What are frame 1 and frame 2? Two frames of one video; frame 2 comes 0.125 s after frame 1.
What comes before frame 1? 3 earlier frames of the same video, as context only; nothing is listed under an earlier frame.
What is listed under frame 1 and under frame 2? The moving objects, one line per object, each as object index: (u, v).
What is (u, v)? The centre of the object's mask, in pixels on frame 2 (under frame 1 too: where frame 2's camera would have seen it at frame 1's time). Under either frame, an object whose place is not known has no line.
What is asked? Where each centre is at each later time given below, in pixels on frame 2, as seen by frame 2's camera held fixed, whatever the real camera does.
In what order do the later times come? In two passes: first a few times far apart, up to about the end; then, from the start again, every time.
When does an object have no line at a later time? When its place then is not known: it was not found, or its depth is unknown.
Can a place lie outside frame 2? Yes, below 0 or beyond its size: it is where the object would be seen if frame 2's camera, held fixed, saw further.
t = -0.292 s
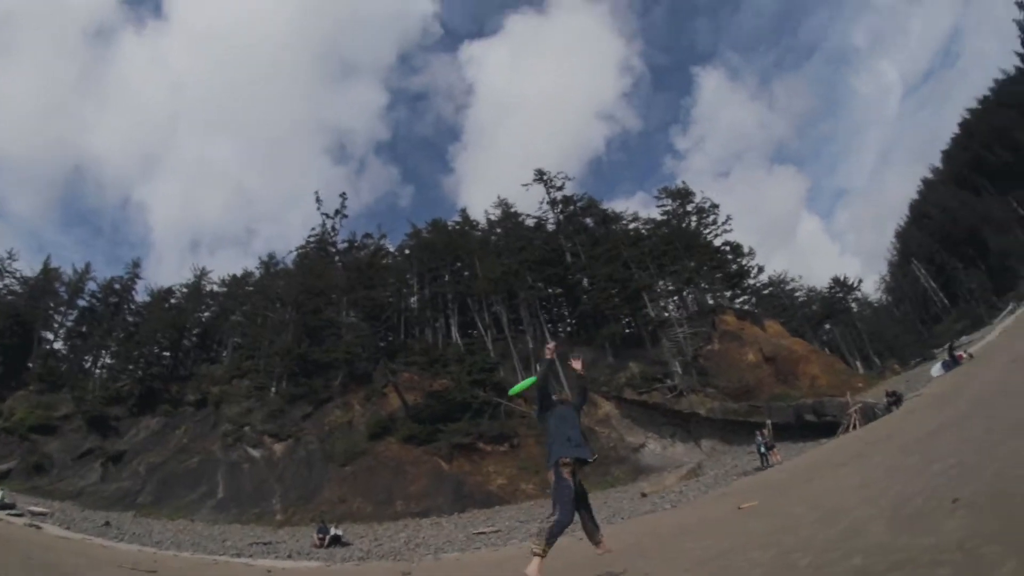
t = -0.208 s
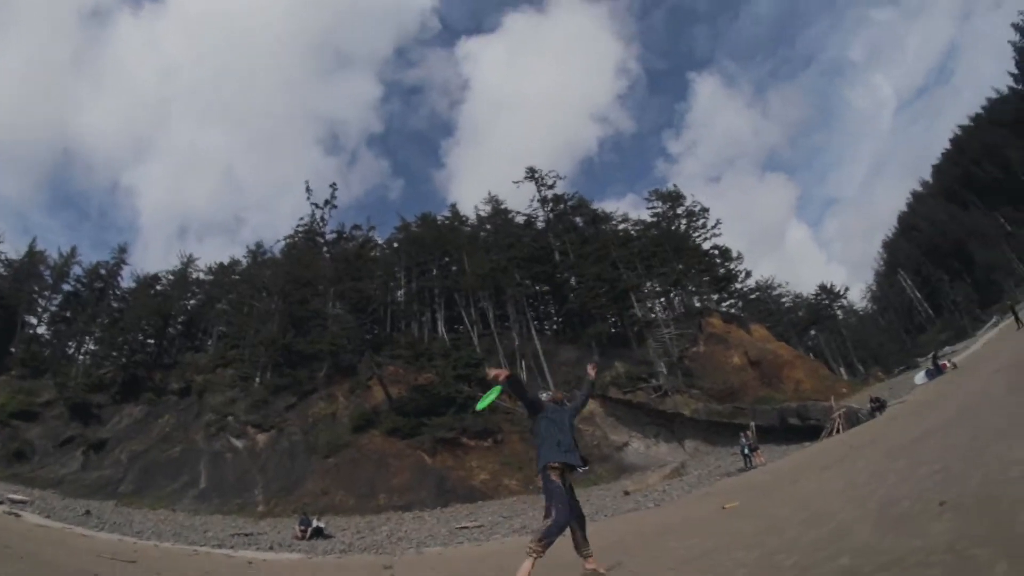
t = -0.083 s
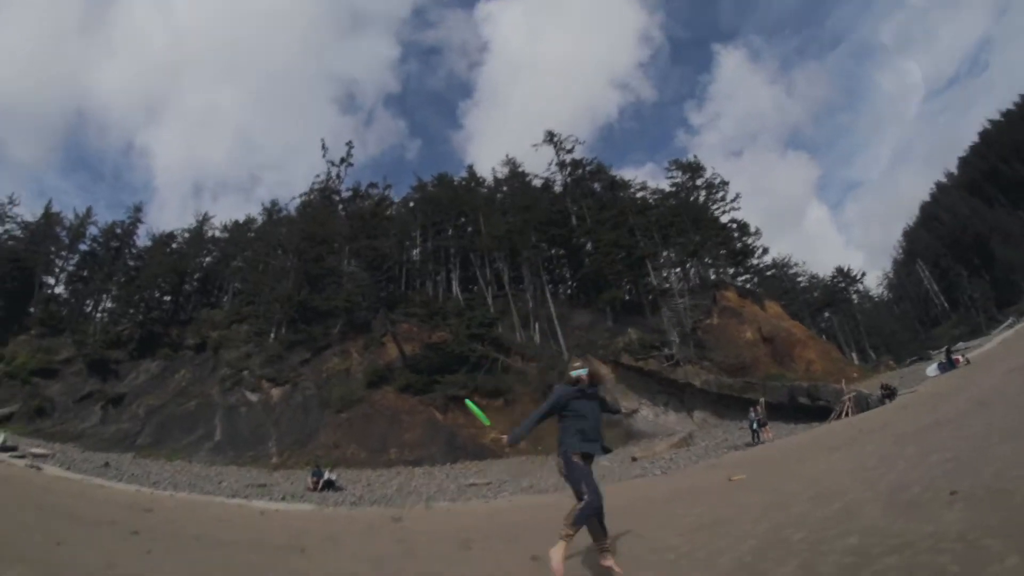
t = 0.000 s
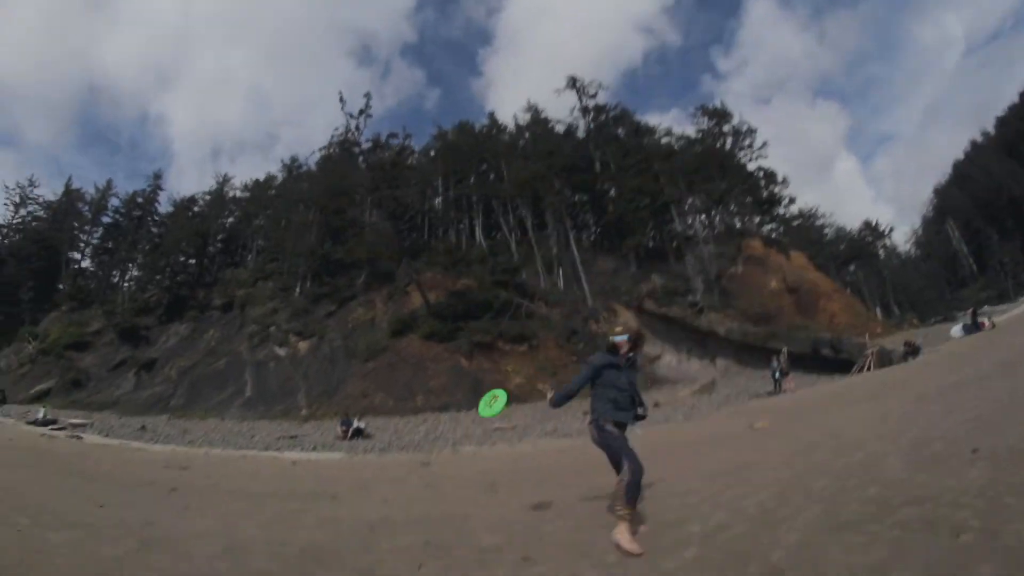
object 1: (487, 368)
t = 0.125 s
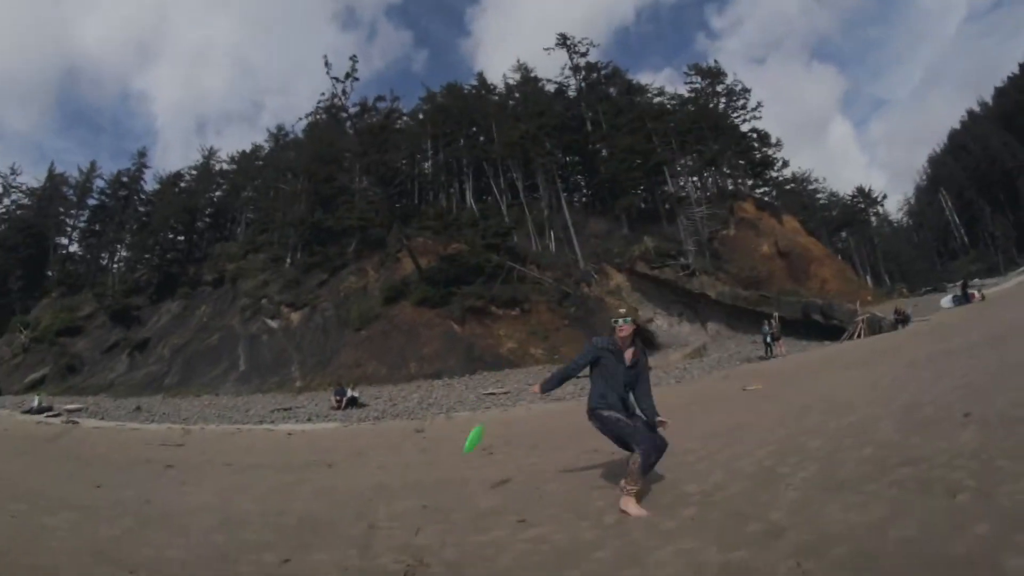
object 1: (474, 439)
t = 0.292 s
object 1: (447, 486)
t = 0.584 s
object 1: (395, 500)
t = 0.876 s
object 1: (362, 509)
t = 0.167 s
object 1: (469, 464)
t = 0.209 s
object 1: (464, 484)
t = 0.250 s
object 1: (456, 484)
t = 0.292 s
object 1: (447, 486)
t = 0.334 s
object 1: (439, 485)
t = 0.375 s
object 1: (431, 483)
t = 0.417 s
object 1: (423, 485)
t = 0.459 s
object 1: (417, 488)
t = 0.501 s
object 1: (409, 492)
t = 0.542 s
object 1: (402, 496)
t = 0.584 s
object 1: (395, 500)
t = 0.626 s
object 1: (390, 500)
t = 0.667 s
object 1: (384, 498)
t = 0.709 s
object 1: (378, 499)
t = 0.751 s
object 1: (374, 502)
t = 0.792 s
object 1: (369, 505)
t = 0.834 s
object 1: (366, 508)
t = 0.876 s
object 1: (362, 509)
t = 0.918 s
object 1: (360, 511)
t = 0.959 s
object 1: (359, 513)
